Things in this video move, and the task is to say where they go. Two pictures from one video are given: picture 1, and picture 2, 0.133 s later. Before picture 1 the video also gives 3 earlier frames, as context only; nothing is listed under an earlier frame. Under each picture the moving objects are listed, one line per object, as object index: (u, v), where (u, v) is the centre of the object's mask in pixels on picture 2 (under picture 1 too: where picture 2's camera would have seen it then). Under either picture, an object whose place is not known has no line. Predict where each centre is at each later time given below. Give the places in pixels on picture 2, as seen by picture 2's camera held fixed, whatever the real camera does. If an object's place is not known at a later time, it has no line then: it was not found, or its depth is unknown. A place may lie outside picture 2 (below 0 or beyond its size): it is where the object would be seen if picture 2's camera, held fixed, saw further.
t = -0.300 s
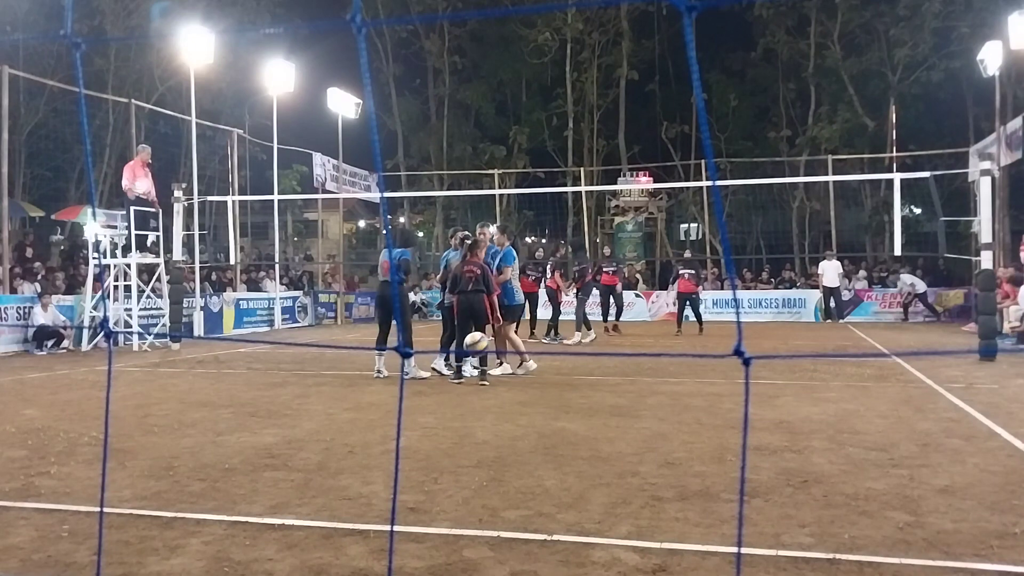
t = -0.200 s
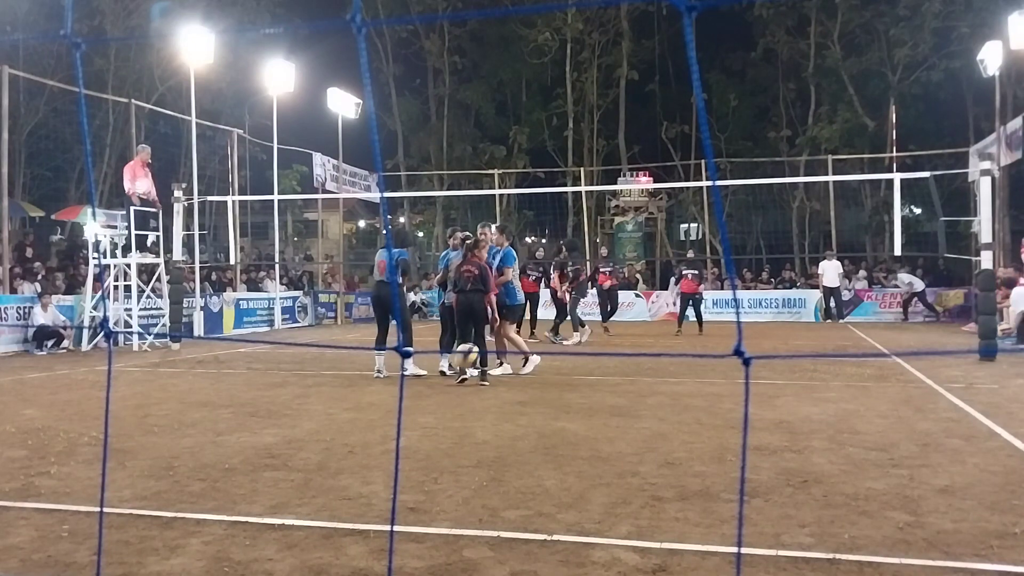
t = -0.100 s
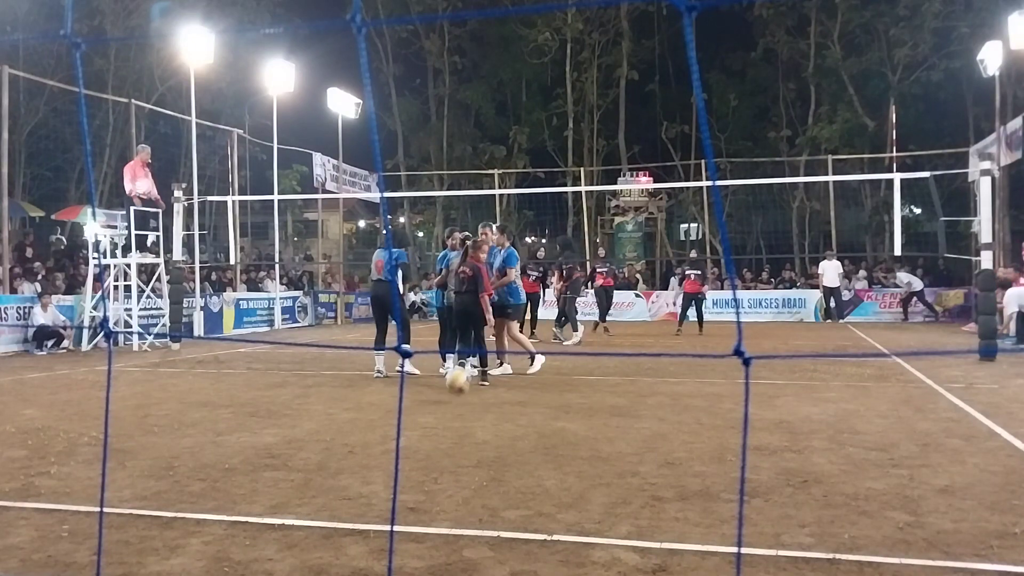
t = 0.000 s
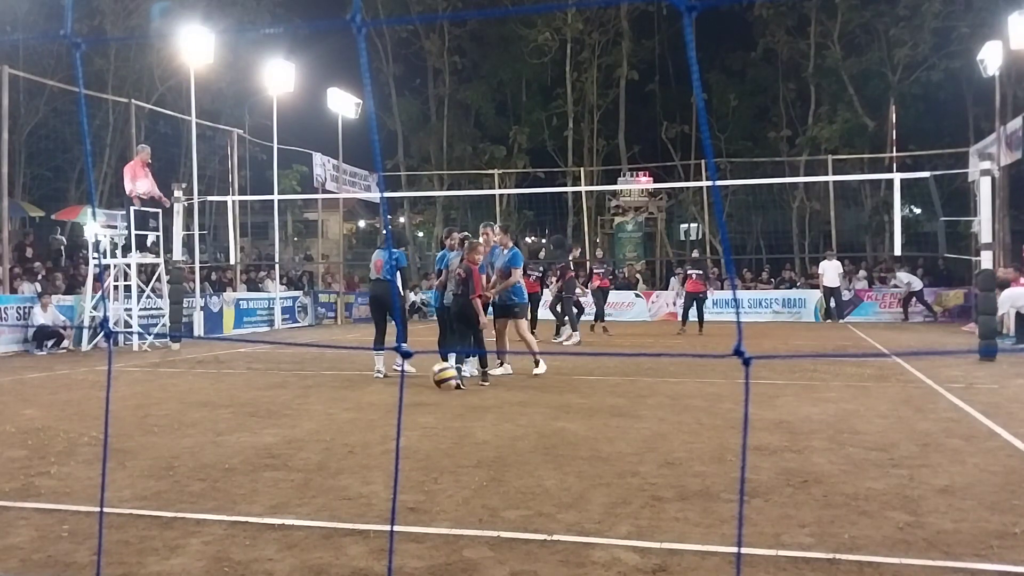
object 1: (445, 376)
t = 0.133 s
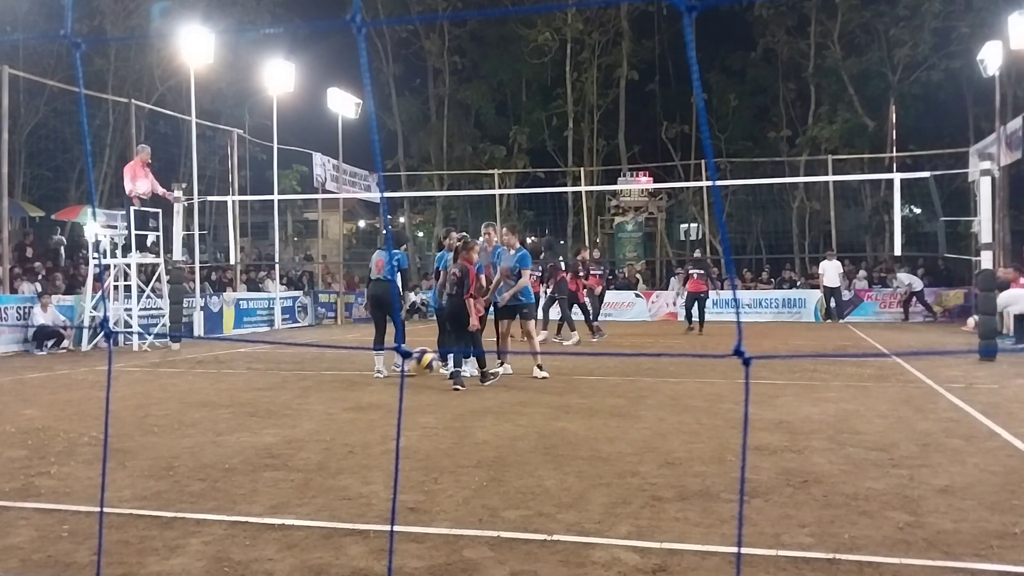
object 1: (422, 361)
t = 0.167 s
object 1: (418, 360)
